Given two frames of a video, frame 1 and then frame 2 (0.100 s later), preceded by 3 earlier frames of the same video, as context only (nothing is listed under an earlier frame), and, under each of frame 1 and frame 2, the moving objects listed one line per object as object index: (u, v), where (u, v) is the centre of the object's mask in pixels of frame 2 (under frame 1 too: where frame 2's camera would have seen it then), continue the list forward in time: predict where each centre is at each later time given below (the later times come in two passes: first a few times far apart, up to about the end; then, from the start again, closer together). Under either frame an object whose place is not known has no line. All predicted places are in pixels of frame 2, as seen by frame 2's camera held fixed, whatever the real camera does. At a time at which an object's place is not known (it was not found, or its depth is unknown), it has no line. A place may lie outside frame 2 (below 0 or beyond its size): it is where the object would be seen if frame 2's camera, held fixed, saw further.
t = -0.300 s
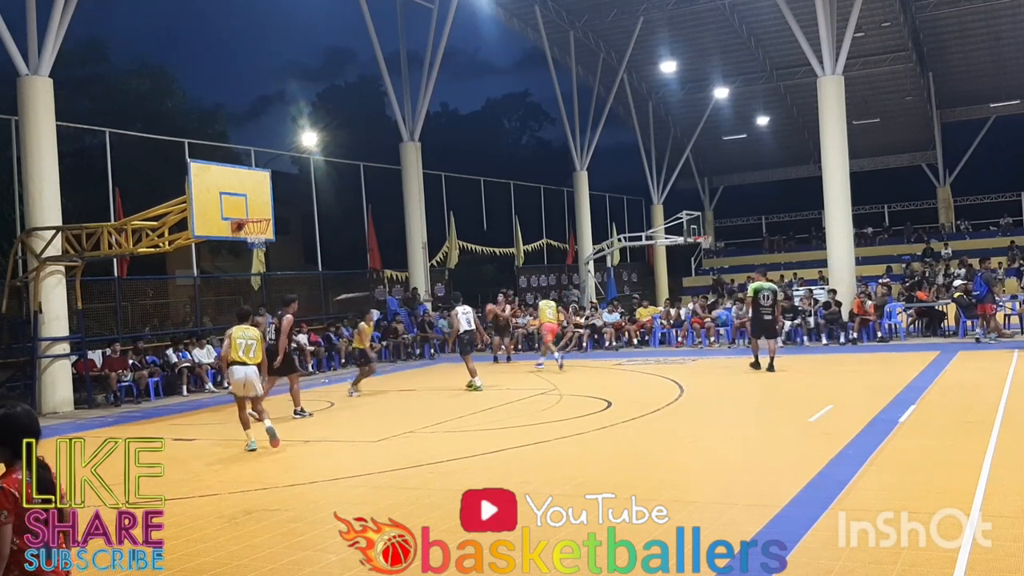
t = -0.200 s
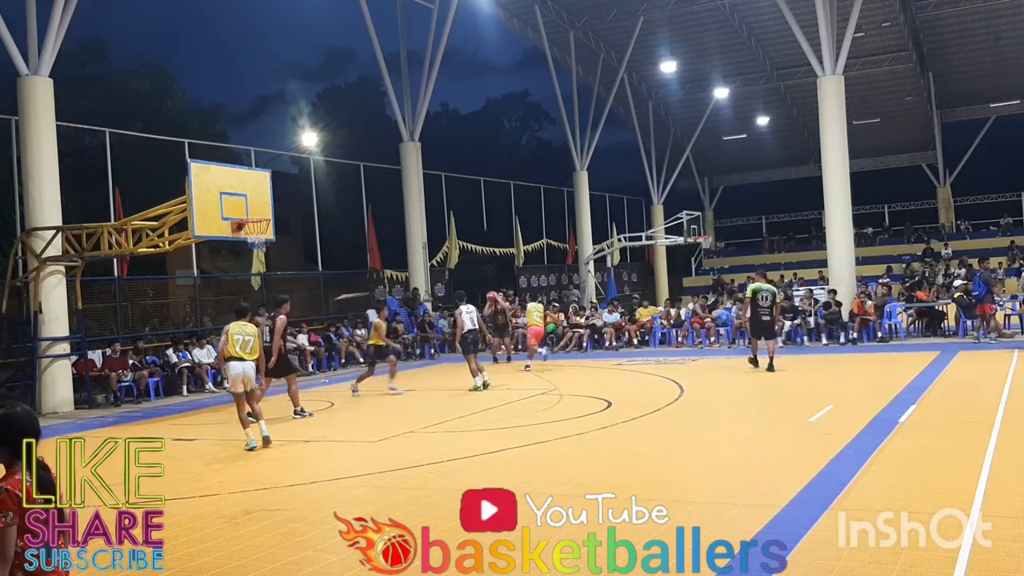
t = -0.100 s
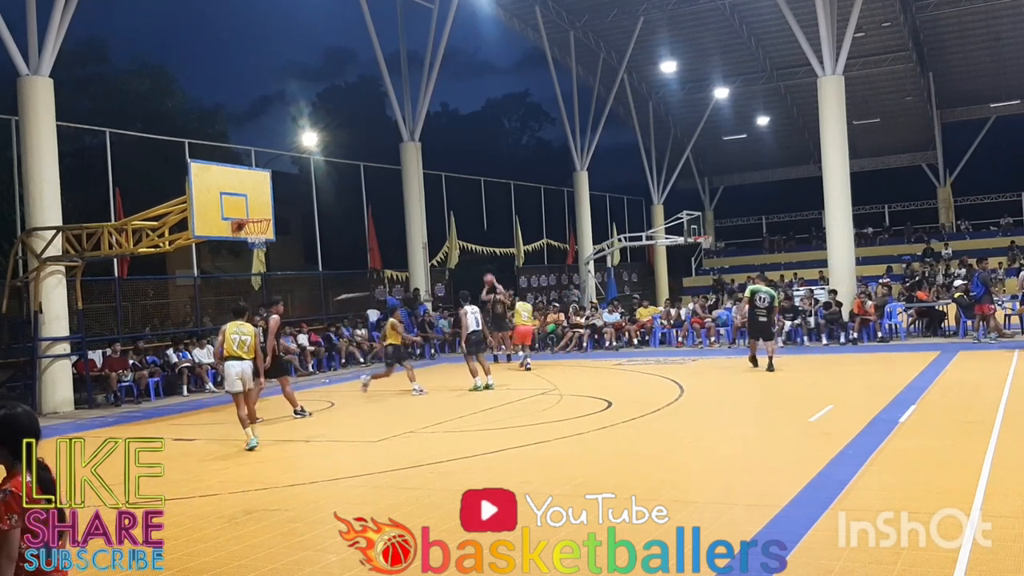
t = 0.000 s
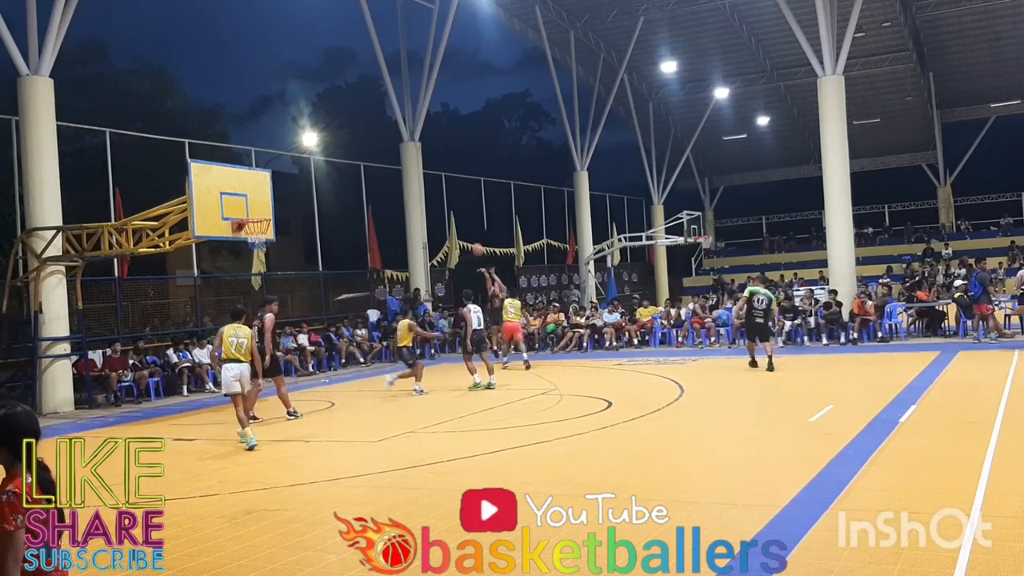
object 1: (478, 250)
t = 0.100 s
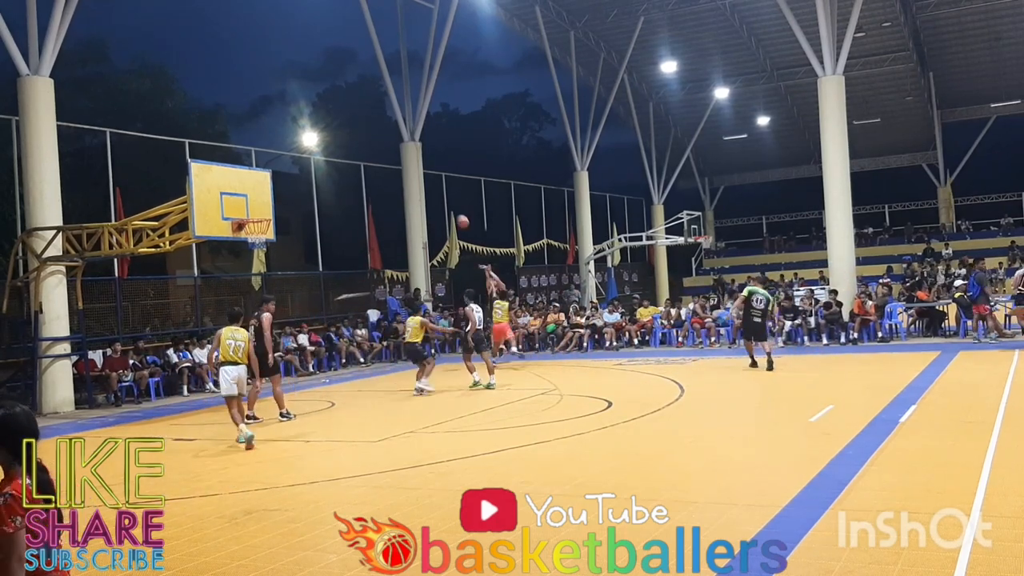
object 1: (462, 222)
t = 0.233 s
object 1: (442, 189)
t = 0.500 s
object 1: (400, 143)
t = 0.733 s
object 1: (361, 129)
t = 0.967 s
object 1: (321, 144)
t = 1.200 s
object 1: (275, 194)
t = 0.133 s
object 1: (458, 212)
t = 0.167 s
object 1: (453, 204)
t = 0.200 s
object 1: (447, 197)
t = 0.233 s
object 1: (442, 189)
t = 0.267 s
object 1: (437, 181)
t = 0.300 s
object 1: (432, 175)
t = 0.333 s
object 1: (427, 168)
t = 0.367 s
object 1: (422, 162)
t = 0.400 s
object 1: (416, 156)
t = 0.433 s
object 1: (411, 151)
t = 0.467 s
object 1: (405, 147)
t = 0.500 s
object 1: (400, 143)
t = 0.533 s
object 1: (395, 140)
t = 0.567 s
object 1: (389, 137)
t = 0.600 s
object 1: (384, 133)
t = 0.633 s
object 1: (378, 132)
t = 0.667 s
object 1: (372, 130)
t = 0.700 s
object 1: (366, 130)
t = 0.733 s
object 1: (361, 129)
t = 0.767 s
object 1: (355, 129)
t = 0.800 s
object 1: (349, 131)
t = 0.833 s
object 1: (343, 132)
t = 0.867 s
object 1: (337, 134)
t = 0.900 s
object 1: (331, 137)
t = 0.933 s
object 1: (326, 140)
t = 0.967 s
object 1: (321, 144)
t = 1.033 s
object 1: (306, 155)
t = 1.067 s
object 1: (299, 162)
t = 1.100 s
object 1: (293, 169)
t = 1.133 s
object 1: (287, 177)
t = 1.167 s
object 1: (281, 185)
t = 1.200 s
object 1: (275, 194)
